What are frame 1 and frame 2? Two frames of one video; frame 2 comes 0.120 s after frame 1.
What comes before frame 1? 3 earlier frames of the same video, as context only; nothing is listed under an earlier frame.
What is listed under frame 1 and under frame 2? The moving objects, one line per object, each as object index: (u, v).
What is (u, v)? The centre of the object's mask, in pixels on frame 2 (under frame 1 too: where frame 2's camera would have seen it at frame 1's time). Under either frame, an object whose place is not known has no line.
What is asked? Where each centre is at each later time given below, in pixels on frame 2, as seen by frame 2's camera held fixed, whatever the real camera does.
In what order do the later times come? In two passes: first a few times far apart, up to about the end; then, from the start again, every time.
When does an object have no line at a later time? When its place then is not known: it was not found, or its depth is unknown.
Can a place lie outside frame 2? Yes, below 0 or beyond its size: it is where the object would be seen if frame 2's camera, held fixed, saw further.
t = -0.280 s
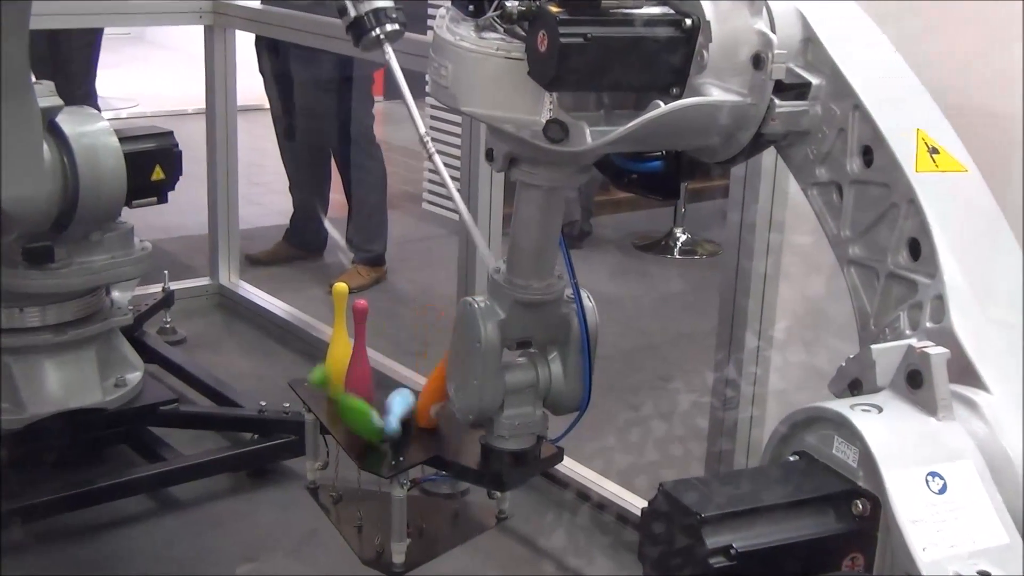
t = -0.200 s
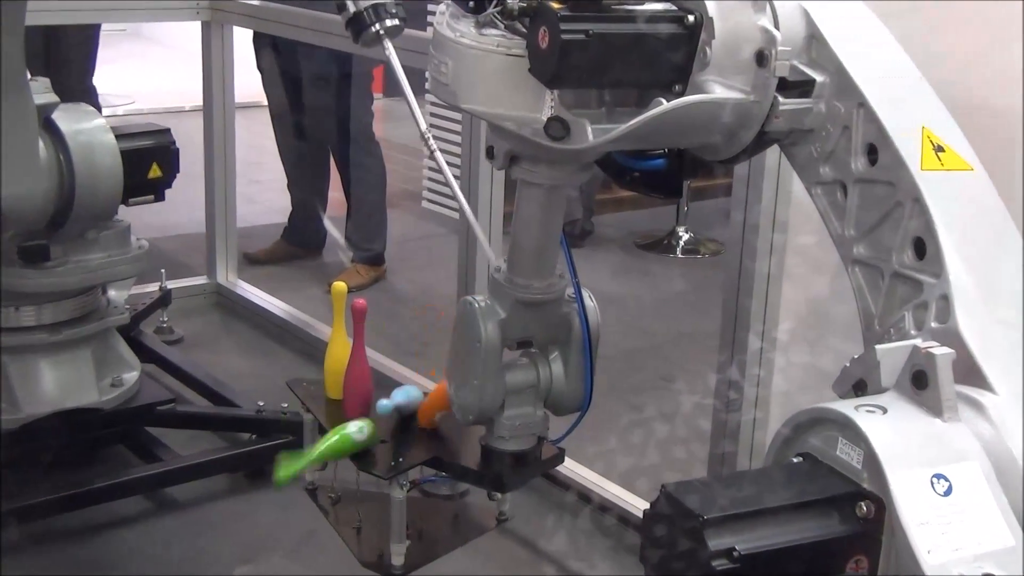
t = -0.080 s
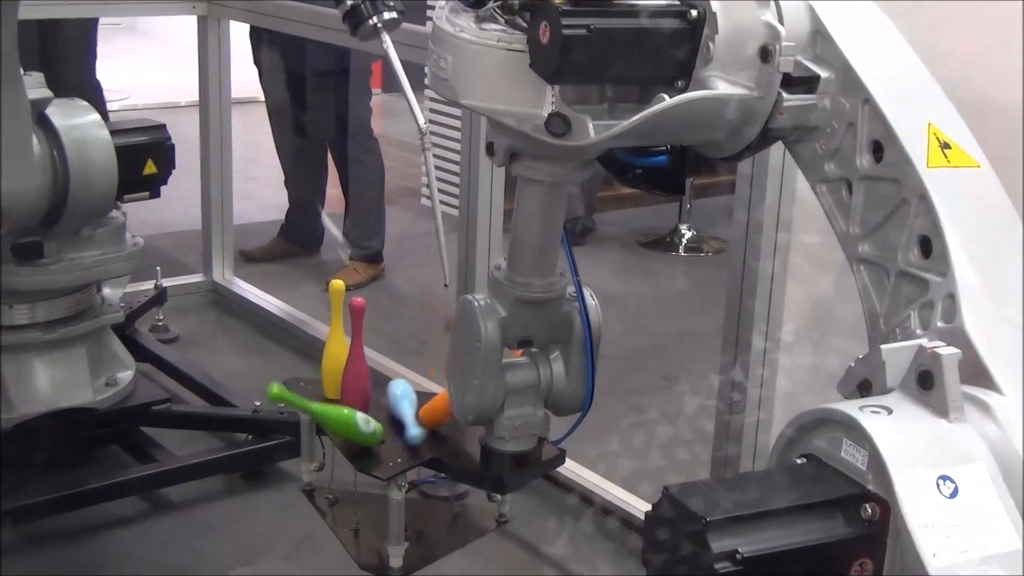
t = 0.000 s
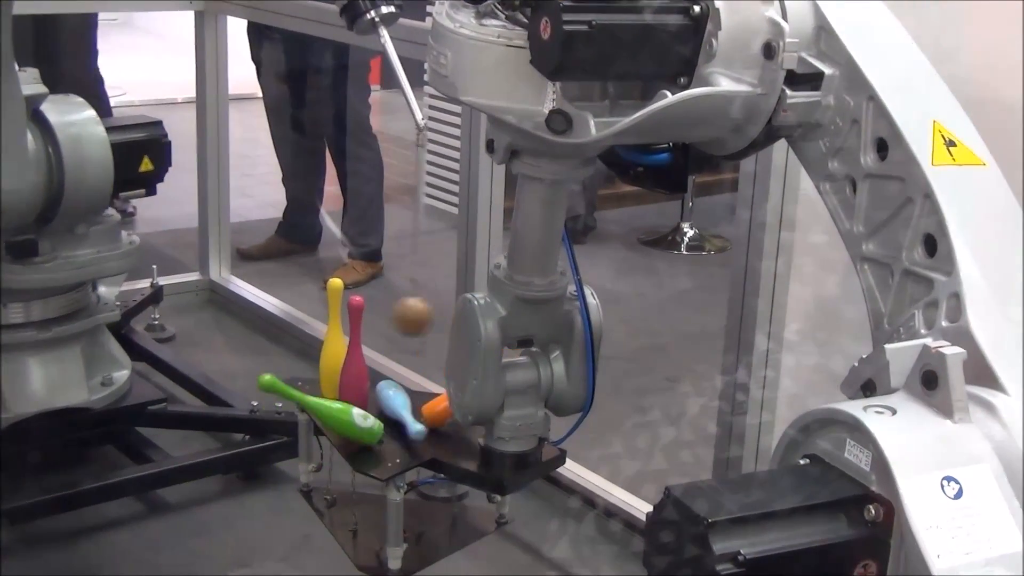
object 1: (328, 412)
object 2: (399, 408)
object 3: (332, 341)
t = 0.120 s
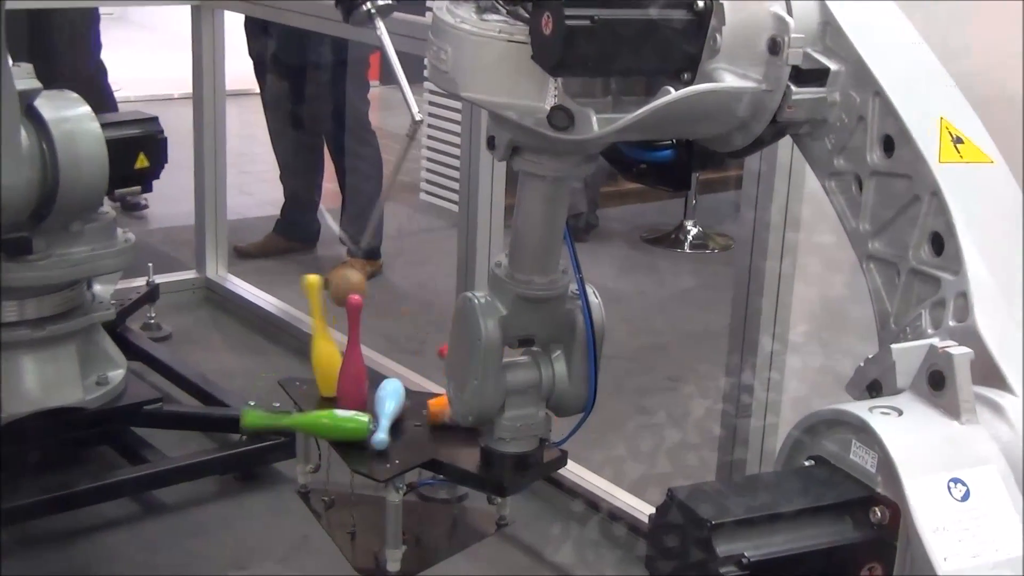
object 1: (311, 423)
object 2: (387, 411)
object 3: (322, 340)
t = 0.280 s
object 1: (315, 413)
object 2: (391, 411)
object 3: (276, 354)
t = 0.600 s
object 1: (328, 411)
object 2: (388, 412)
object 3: (279, 363)
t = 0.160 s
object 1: (314, 416)
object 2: (388, 411)
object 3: (313, 341)
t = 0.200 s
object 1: (314, 413)
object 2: (389, 411)
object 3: (303, 343)
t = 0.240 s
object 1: (313, 415)
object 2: (390, 411)
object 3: (291, 347)
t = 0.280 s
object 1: (315, 413)
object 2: (391, 411)
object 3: (276, 354)
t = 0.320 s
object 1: (322, 410)
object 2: (391, 411)
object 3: (265, 371)
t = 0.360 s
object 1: (326, 409)
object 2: (392, 411)
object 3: (263, 370)
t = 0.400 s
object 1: (328, 410)
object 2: (392, 411)
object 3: (273, 360)
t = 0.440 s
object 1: (329, 410)
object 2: (392, 411)
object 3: (279, 354)
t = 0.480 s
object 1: (329, 410)
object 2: (391, 411)
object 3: (282, 351)
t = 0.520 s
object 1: (330, 410)
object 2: (390, 411)
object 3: (284, 352)
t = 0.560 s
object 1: (329, 411)
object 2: (389, 412)
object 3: (283, 356)
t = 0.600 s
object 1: (328, 411)
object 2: (388, 412)
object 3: (279, 363)
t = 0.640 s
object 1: (327, 411)
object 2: (386, 412)
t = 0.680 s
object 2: (384, 412)
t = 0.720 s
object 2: (383, 412)
